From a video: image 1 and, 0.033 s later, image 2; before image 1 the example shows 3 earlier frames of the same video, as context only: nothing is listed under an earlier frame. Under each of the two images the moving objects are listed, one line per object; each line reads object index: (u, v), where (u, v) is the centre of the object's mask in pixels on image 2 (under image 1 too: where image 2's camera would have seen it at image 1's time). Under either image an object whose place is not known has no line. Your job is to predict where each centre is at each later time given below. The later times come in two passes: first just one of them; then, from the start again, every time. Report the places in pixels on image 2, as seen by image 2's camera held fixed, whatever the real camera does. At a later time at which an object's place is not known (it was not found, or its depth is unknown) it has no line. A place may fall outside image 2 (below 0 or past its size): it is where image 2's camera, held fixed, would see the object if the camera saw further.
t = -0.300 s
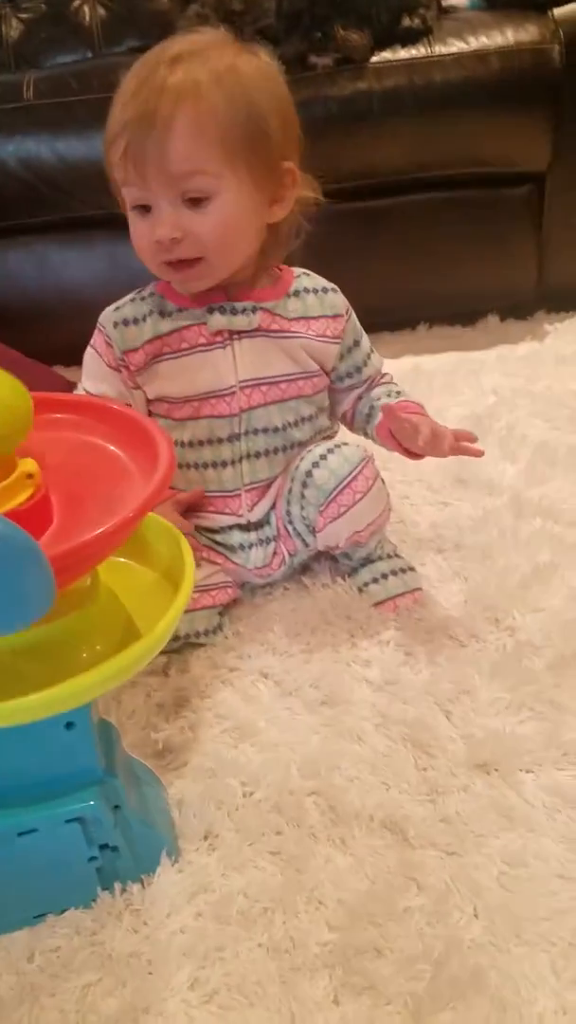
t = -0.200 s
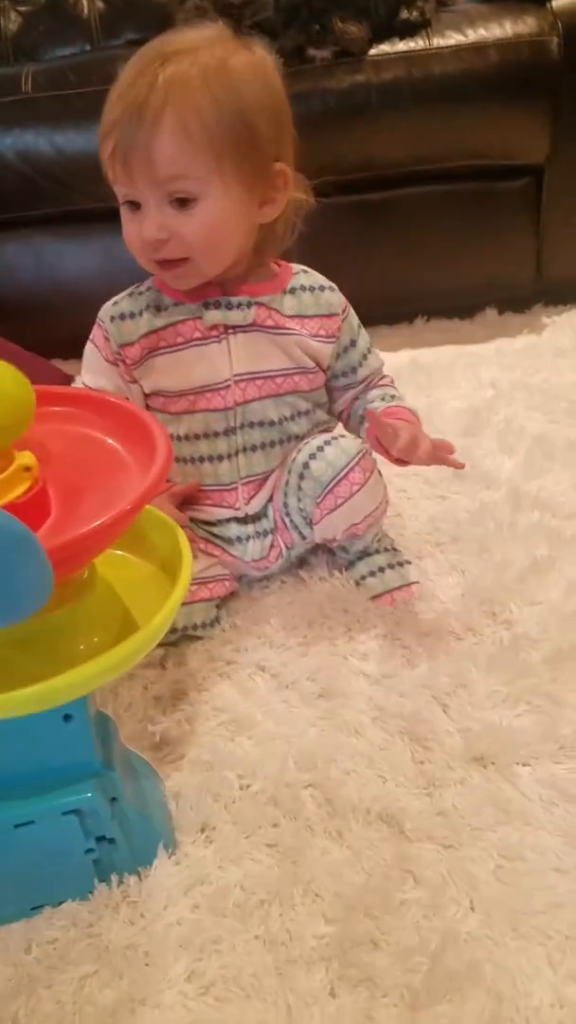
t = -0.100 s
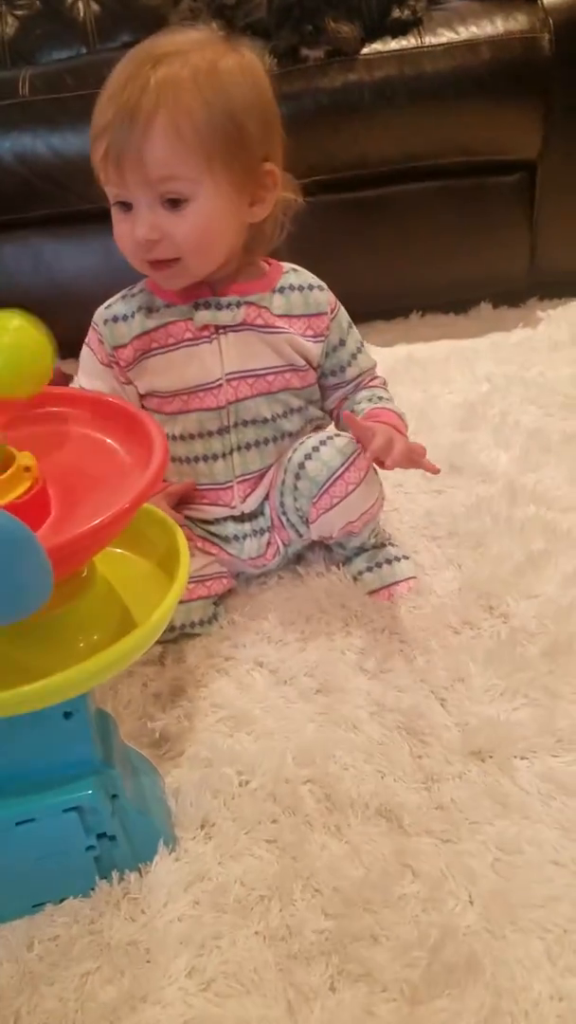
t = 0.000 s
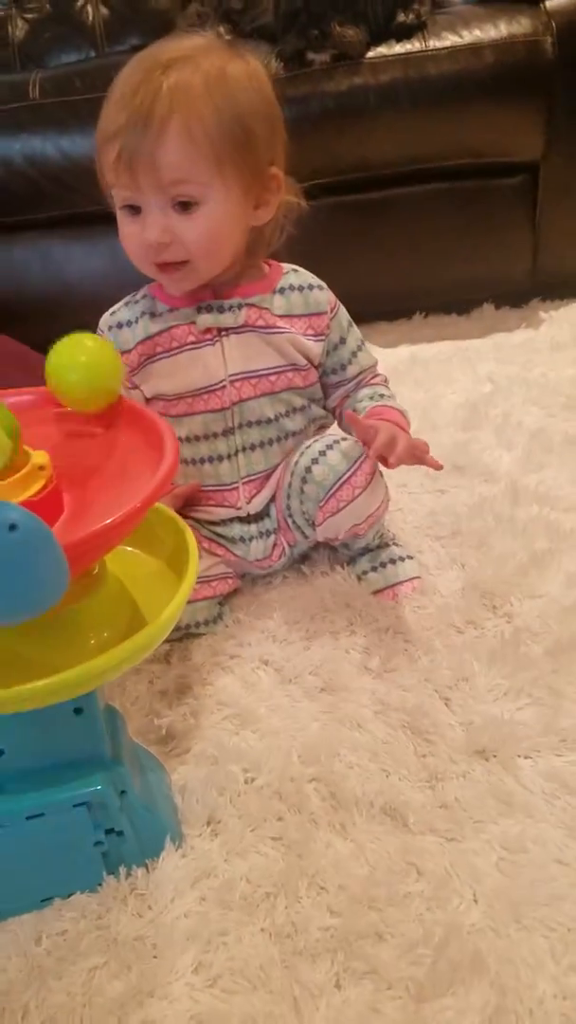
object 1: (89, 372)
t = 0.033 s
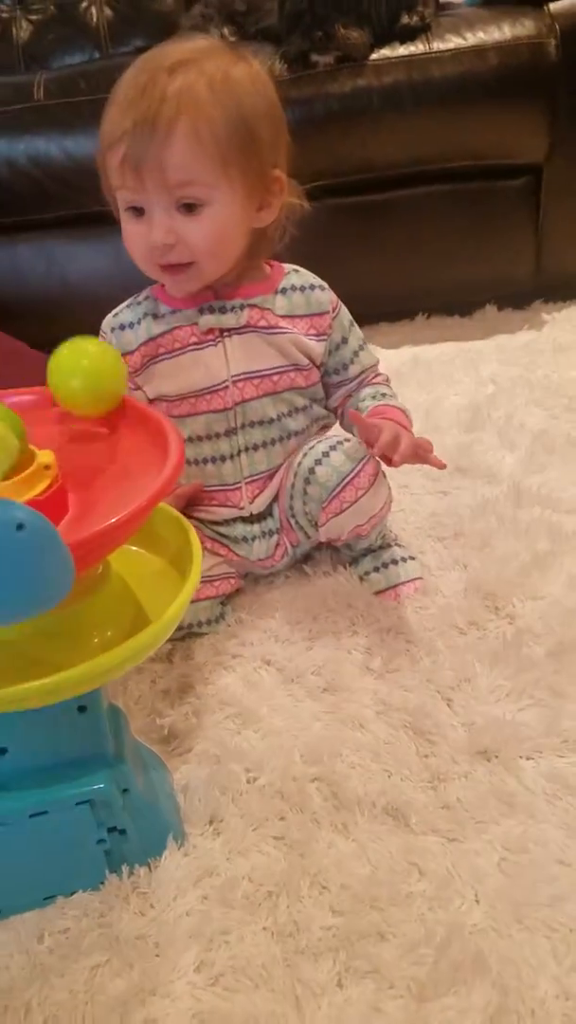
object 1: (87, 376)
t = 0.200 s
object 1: (88, 425)
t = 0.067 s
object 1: (86, 395)
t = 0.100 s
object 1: (81, 415)
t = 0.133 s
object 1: (73, 424)
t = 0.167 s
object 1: (81, 420)
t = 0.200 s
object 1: (88, 425)
